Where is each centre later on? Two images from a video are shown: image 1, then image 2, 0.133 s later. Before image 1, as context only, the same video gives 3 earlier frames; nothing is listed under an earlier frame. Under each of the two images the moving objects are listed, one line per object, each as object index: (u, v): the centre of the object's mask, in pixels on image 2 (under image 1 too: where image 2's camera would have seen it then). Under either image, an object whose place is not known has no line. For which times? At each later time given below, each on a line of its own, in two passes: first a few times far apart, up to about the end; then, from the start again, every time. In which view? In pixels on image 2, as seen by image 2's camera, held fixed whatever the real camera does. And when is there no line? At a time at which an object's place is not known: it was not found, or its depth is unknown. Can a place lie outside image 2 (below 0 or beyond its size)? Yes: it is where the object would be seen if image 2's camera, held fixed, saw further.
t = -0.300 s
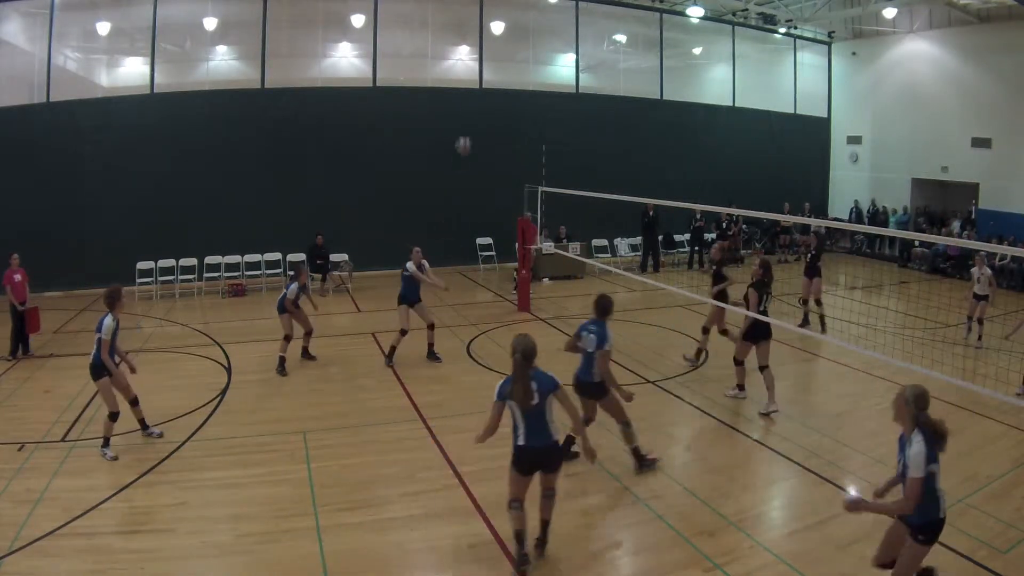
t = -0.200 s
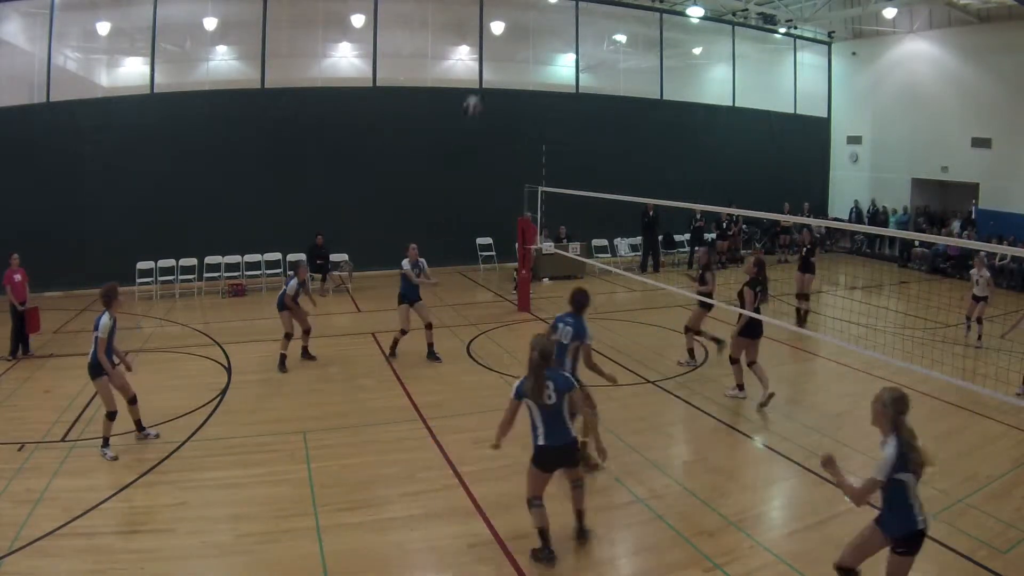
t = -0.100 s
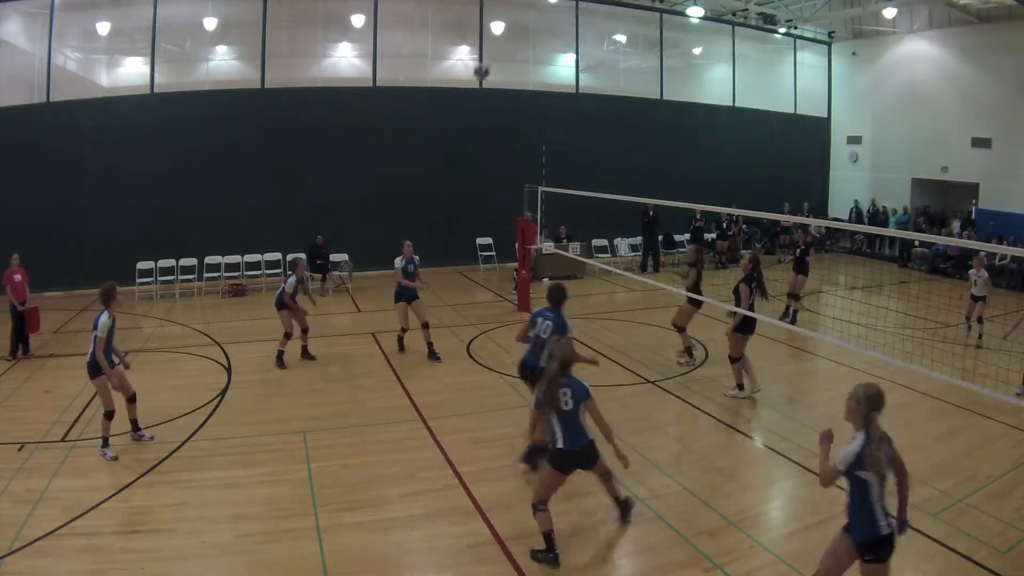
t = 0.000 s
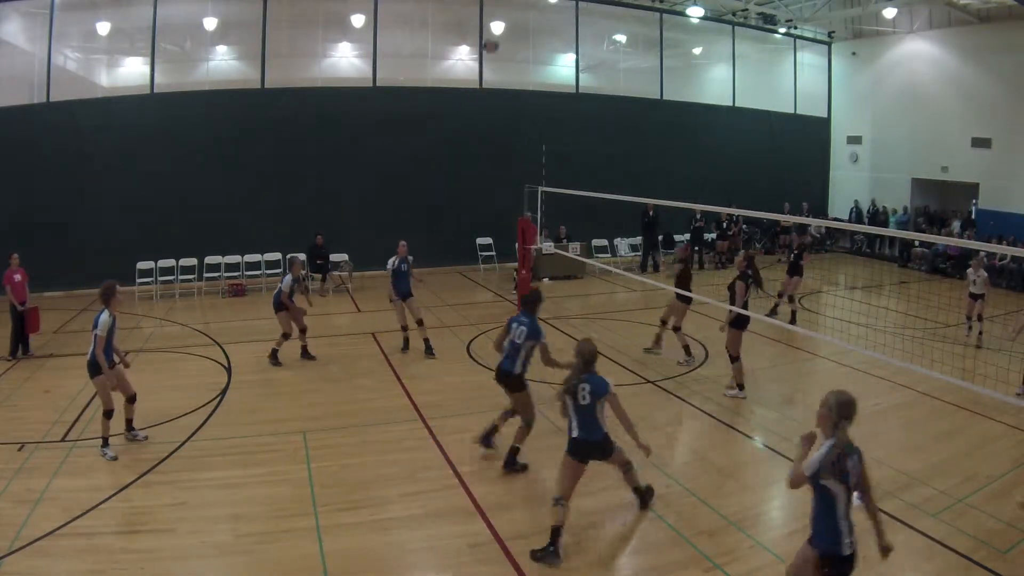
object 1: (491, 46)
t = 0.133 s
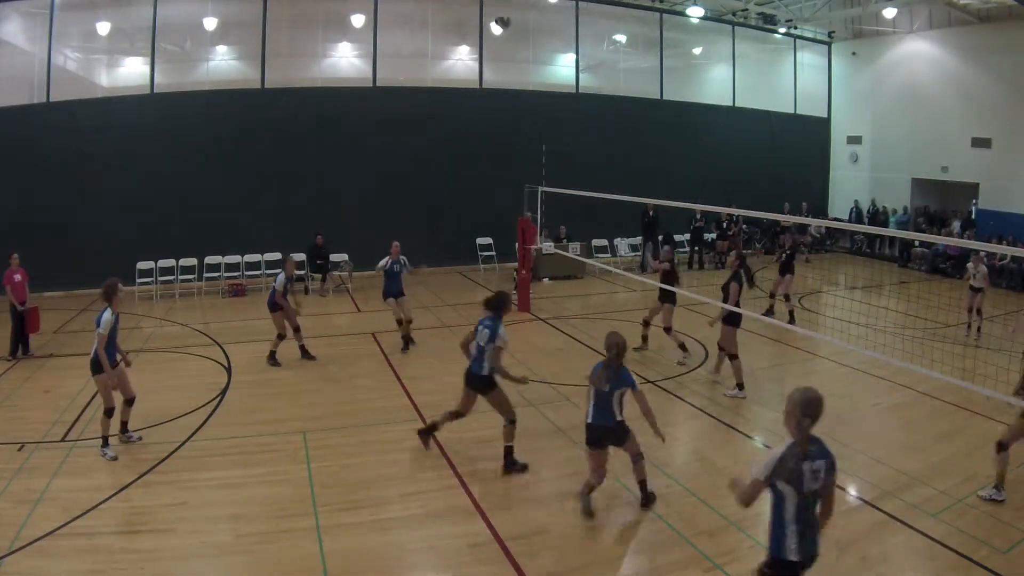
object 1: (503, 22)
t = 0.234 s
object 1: (512, 12)
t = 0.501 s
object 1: (536, 28)
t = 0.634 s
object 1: (550, 59)
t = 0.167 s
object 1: (506, 17)
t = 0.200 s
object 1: (508, 15)
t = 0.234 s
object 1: (512, 12)
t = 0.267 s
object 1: (515, 12)
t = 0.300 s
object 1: (518, 10)
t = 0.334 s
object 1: (521, 10)
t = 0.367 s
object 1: (524, 13)
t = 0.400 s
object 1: (527, 15)
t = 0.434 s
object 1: (530, 19)
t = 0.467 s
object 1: (533, 22)
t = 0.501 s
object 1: (536, 28)
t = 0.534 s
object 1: (539, 34)
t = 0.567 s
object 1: (543, 43)
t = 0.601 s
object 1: (546, 51)
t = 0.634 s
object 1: (550, 59)
